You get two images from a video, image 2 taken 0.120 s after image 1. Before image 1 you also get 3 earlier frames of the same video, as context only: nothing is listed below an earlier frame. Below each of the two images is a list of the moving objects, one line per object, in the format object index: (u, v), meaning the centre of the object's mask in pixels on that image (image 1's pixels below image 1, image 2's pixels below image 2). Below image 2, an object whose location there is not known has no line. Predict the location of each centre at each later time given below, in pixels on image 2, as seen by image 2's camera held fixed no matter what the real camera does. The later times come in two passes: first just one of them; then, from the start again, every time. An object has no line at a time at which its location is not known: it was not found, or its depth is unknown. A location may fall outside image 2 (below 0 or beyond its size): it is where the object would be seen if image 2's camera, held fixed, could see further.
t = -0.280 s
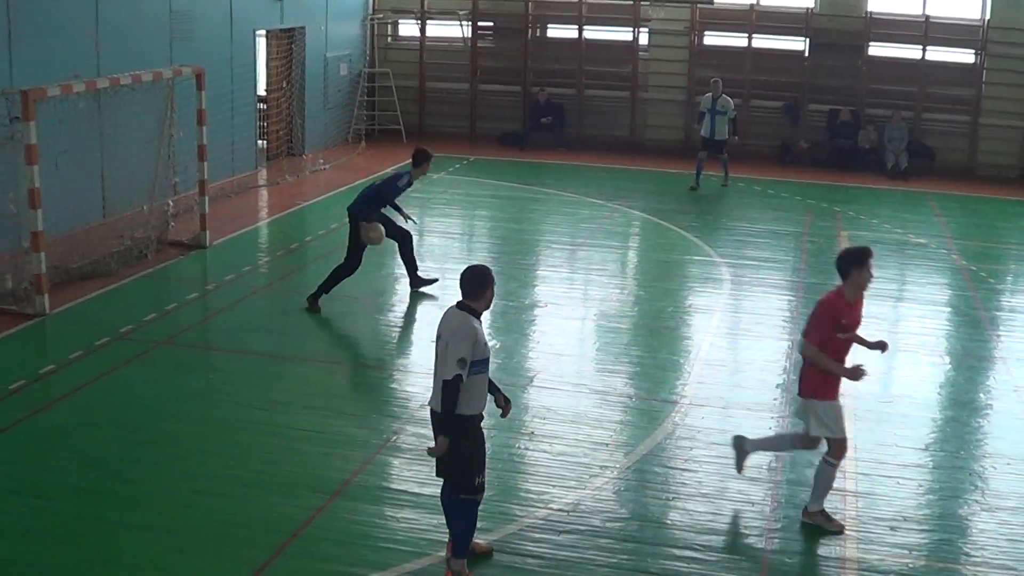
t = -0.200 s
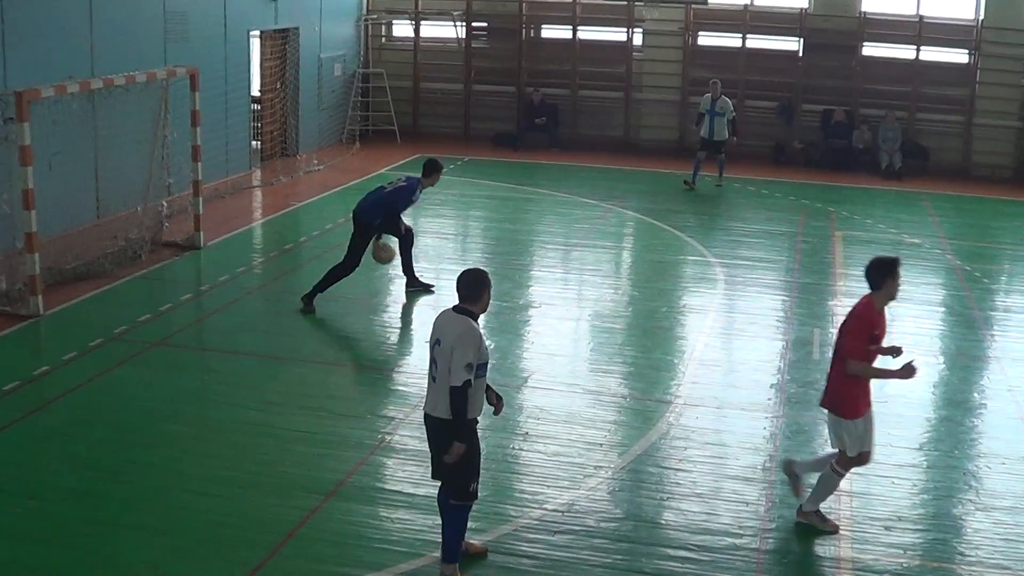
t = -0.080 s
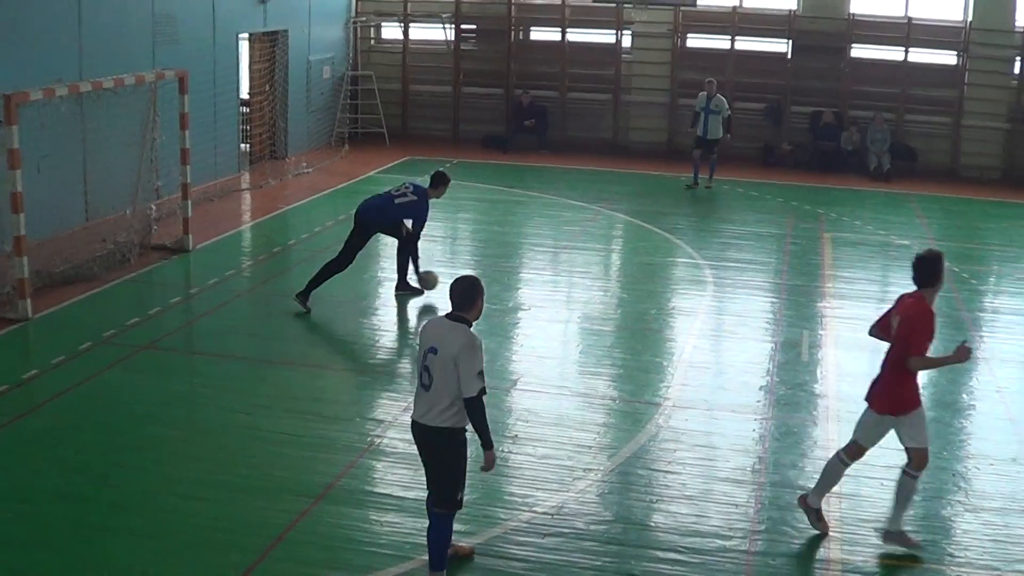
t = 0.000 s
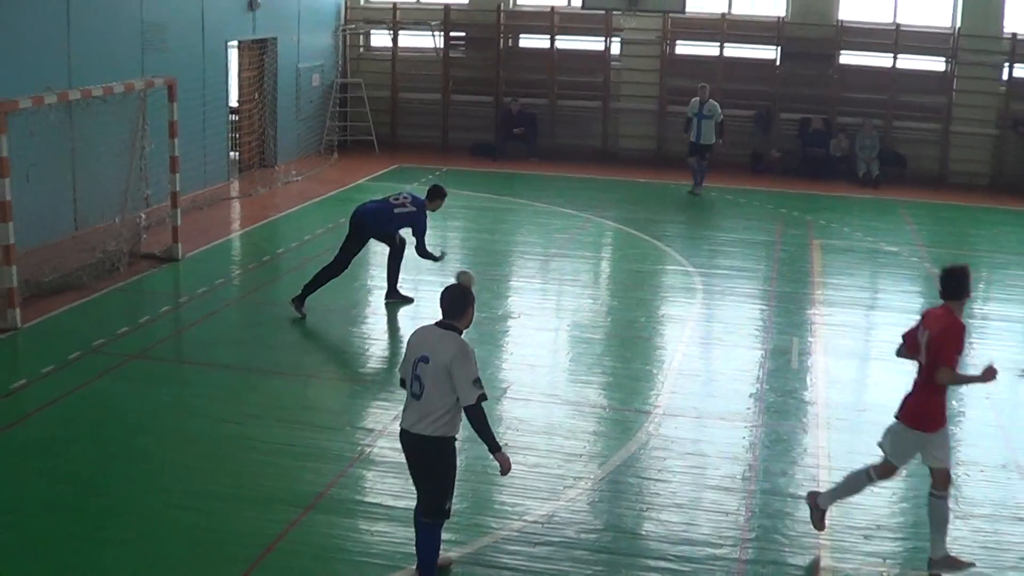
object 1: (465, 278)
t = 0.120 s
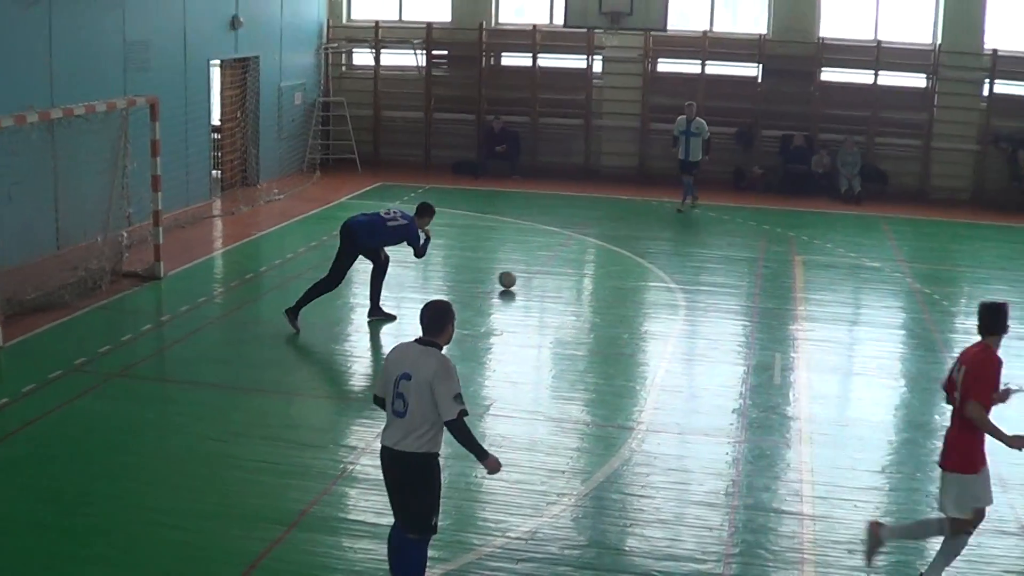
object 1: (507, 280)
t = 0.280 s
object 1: (565, 262)
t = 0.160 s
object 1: (523, 275)
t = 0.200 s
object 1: (538, 270)
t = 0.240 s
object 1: (553, 264)
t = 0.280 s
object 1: (565, 262)
